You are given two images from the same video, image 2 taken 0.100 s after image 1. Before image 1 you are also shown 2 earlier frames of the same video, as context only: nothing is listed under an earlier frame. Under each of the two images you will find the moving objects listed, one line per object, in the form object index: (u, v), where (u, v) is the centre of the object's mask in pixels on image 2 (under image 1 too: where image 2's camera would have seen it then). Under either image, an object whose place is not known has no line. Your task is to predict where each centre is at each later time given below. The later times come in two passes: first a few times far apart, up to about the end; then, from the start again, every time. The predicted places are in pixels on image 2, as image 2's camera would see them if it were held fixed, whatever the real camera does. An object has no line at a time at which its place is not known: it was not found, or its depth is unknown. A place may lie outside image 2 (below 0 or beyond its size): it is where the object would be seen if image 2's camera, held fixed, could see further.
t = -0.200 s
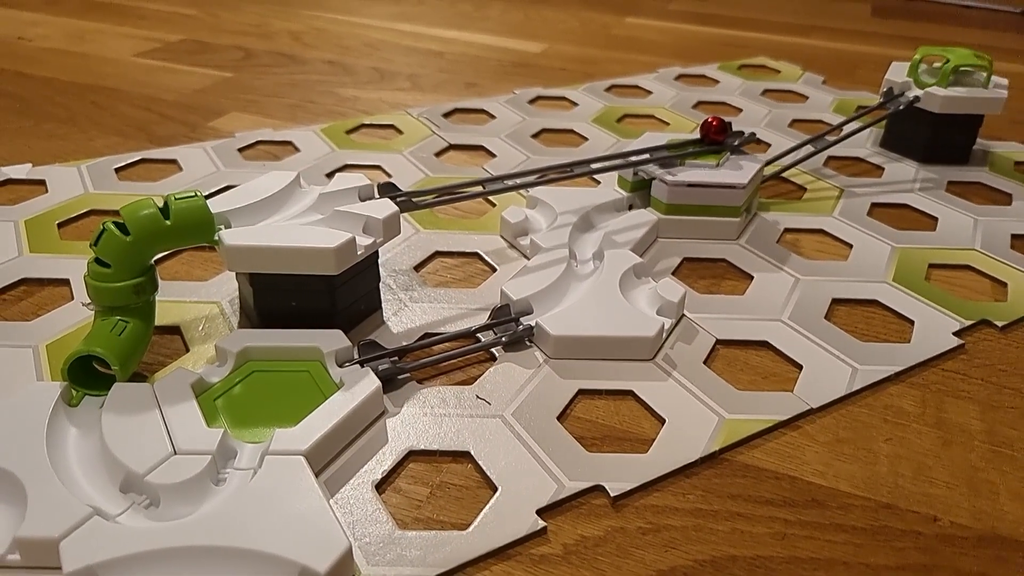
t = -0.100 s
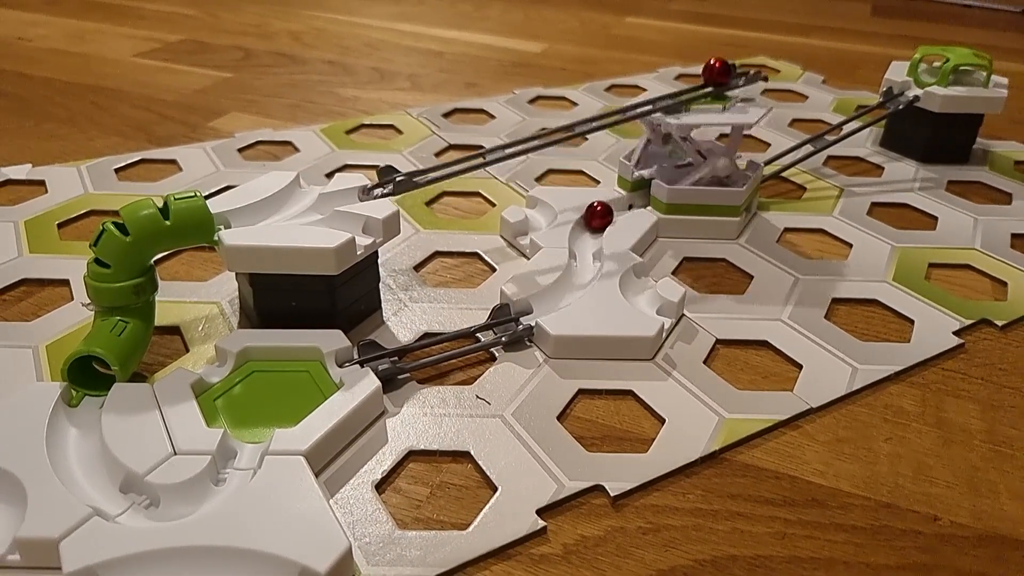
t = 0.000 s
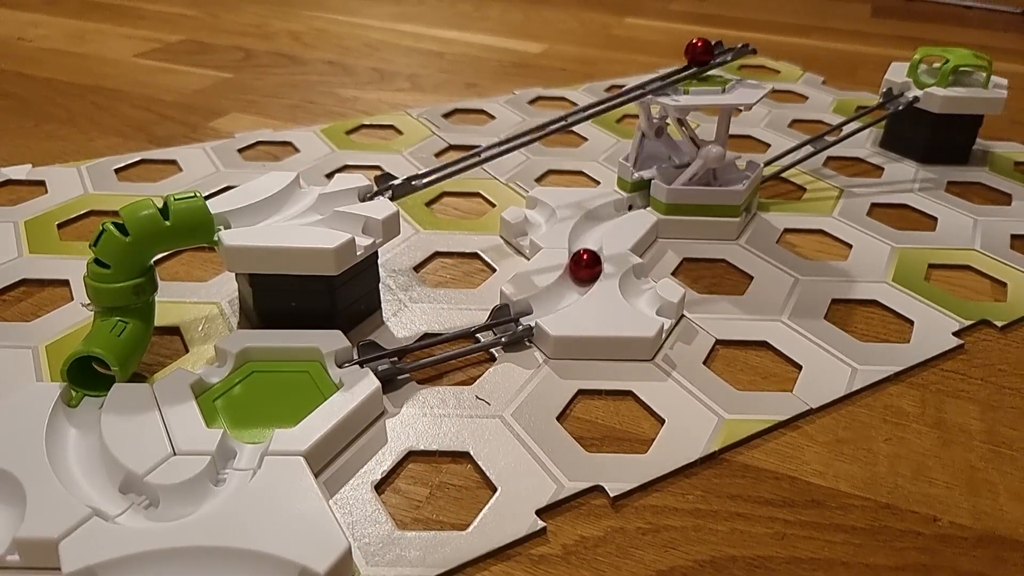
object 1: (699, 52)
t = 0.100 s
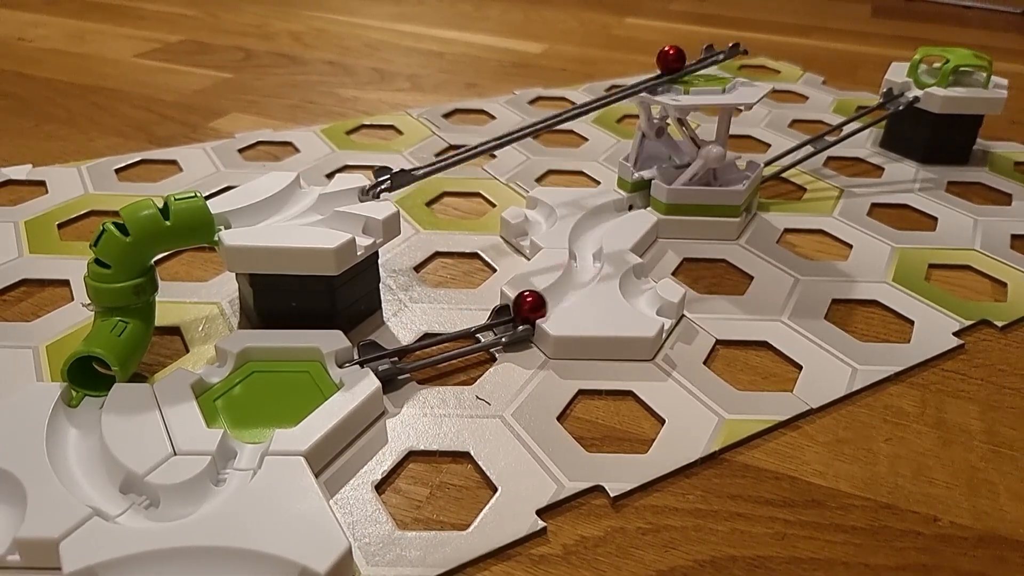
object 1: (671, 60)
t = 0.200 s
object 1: (627, 72)
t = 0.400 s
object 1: (509, 127)
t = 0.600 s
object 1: (279, 207)
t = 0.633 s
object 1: (230, 214)
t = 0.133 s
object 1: (658, 61)
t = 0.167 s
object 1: (644, 67)
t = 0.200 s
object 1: (627, 72)
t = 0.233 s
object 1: (613, 78)
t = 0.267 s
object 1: (597, 86)
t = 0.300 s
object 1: (581, 94)
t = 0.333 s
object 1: (560, 103)
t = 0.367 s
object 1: (536, 114)
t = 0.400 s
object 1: (509, 127)
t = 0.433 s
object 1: (479, 141)
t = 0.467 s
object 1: (445, 157)
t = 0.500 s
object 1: (406, 169)
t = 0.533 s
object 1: (367, 188)
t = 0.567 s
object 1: (324, 198)
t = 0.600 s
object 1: (279, 207)
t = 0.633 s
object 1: (230, 214)
